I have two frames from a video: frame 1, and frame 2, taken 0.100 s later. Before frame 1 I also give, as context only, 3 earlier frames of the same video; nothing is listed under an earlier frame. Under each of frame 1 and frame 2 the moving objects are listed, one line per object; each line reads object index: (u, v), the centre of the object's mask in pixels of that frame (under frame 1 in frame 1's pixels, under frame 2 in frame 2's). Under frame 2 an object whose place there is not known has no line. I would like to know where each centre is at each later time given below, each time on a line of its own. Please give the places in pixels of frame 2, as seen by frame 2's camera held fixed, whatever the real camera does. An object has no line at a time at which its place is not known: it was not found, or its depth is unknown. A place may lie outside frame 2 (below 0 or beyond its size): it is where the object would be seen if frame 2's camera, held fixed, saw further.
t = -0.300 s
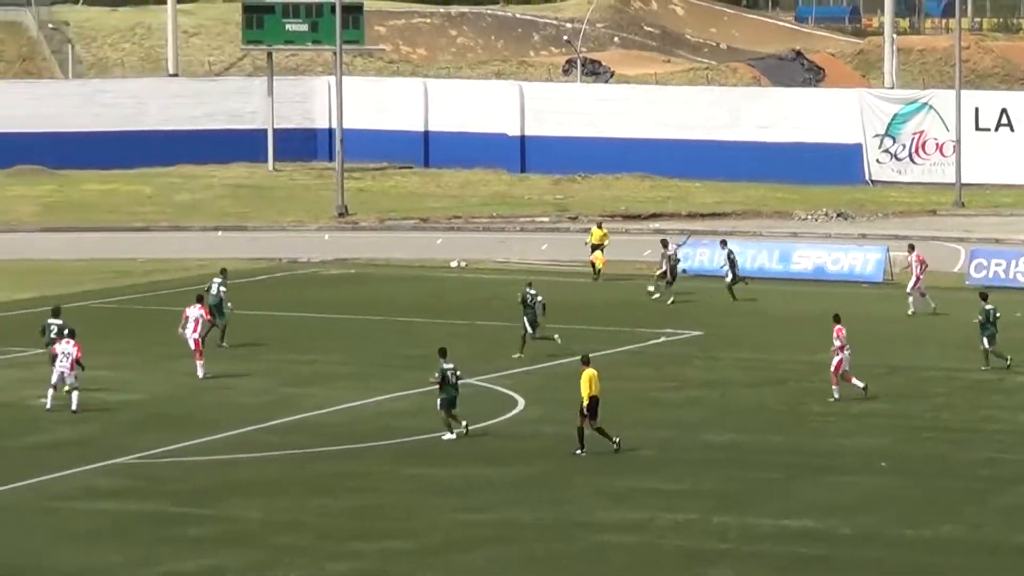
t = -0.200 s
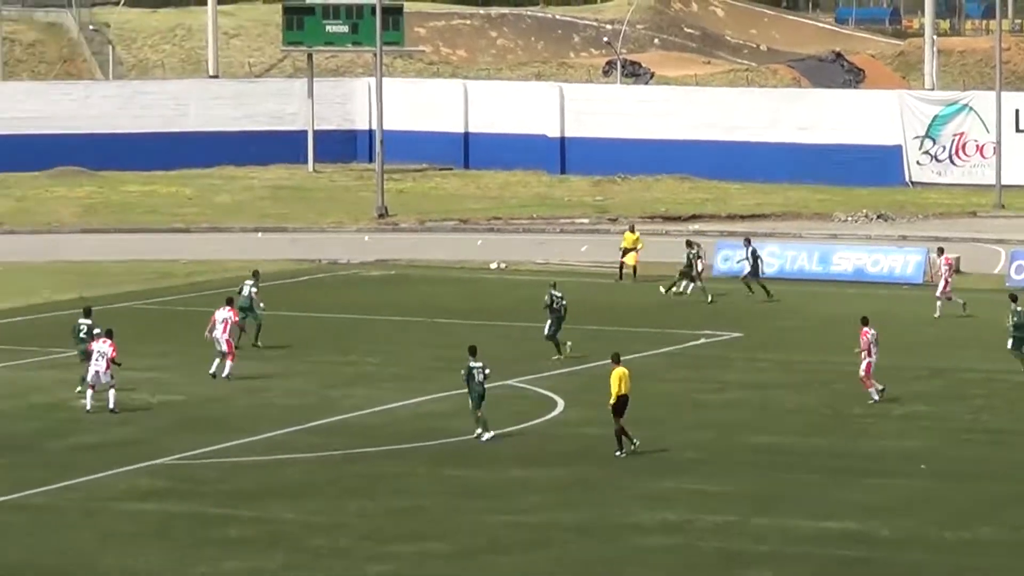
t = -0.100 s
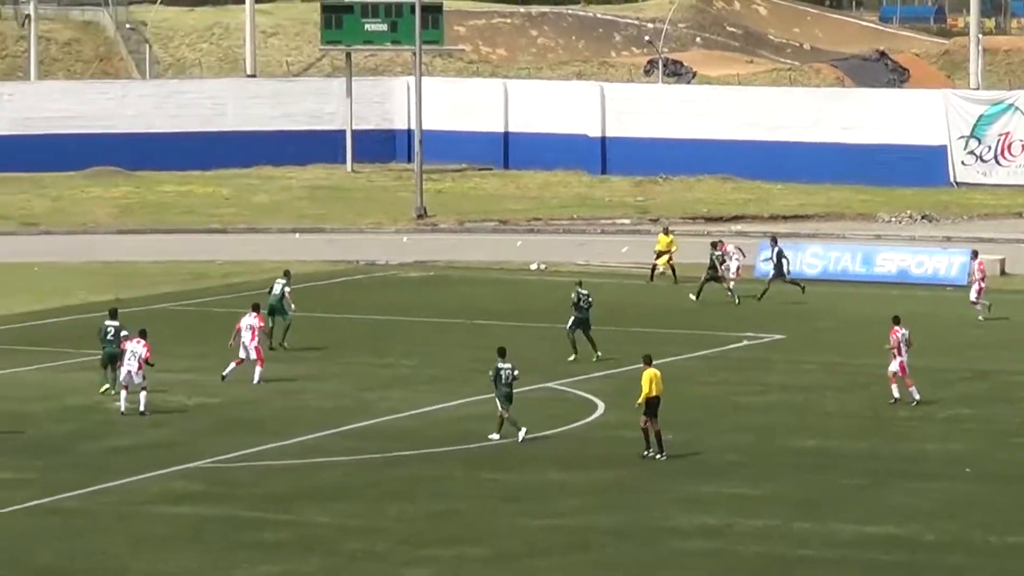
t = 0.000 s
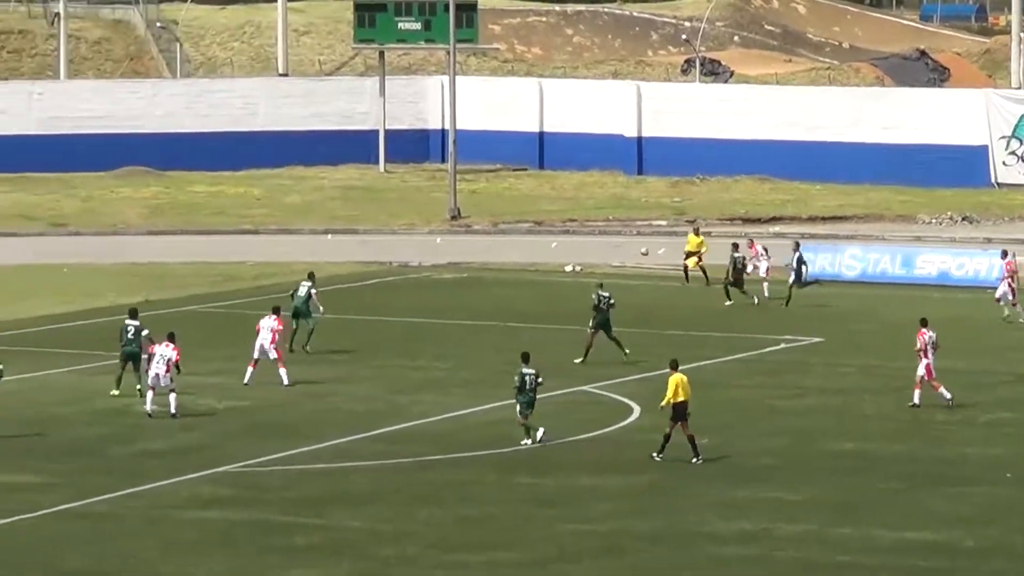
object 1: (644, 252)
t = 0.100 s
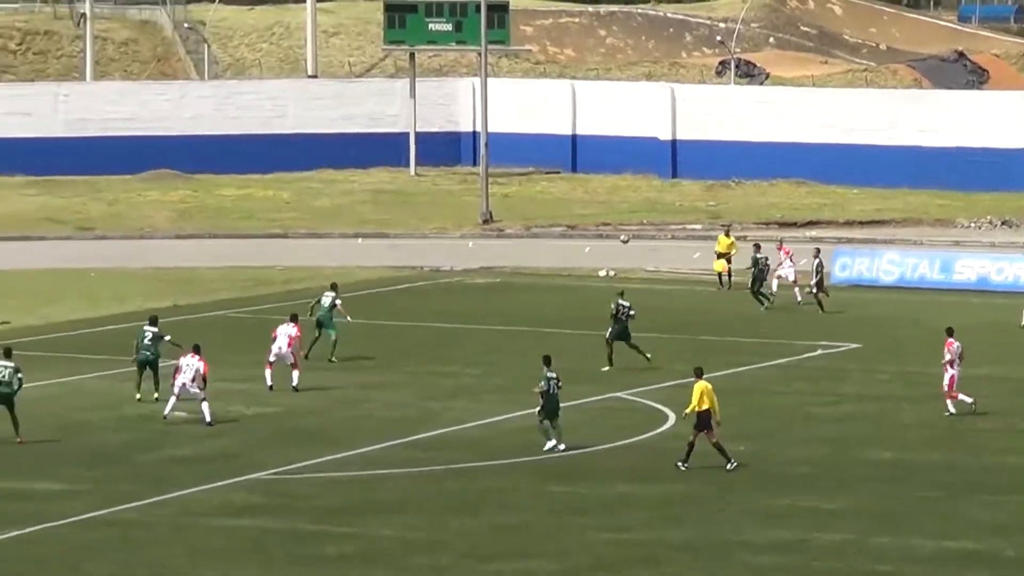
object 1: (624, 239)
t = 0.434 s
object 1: (443, 210)
